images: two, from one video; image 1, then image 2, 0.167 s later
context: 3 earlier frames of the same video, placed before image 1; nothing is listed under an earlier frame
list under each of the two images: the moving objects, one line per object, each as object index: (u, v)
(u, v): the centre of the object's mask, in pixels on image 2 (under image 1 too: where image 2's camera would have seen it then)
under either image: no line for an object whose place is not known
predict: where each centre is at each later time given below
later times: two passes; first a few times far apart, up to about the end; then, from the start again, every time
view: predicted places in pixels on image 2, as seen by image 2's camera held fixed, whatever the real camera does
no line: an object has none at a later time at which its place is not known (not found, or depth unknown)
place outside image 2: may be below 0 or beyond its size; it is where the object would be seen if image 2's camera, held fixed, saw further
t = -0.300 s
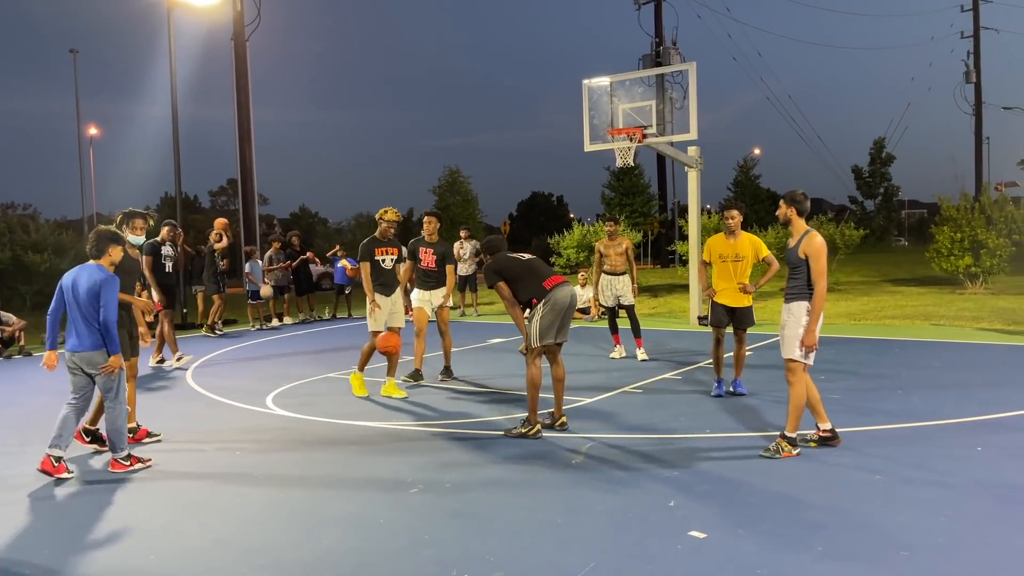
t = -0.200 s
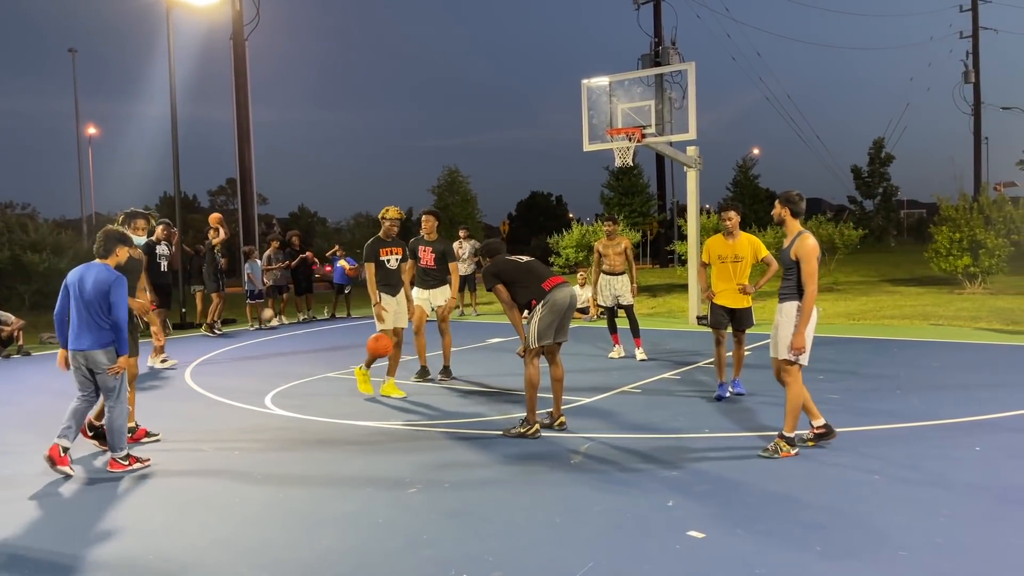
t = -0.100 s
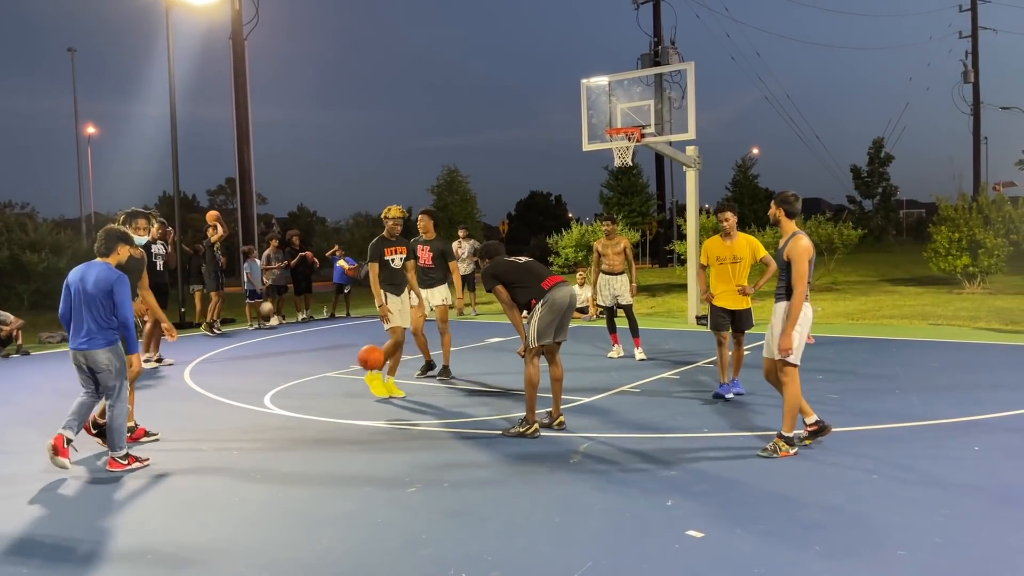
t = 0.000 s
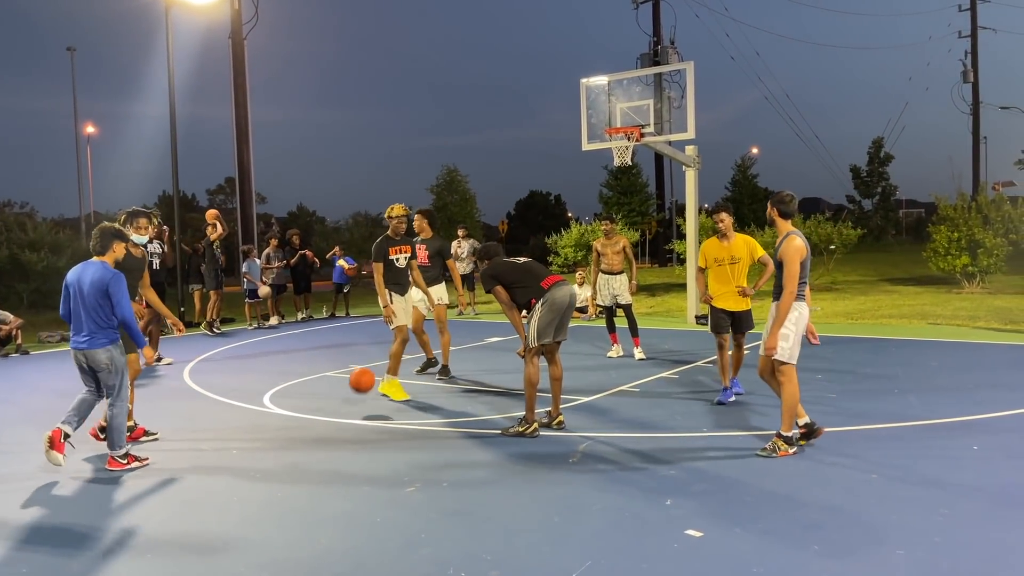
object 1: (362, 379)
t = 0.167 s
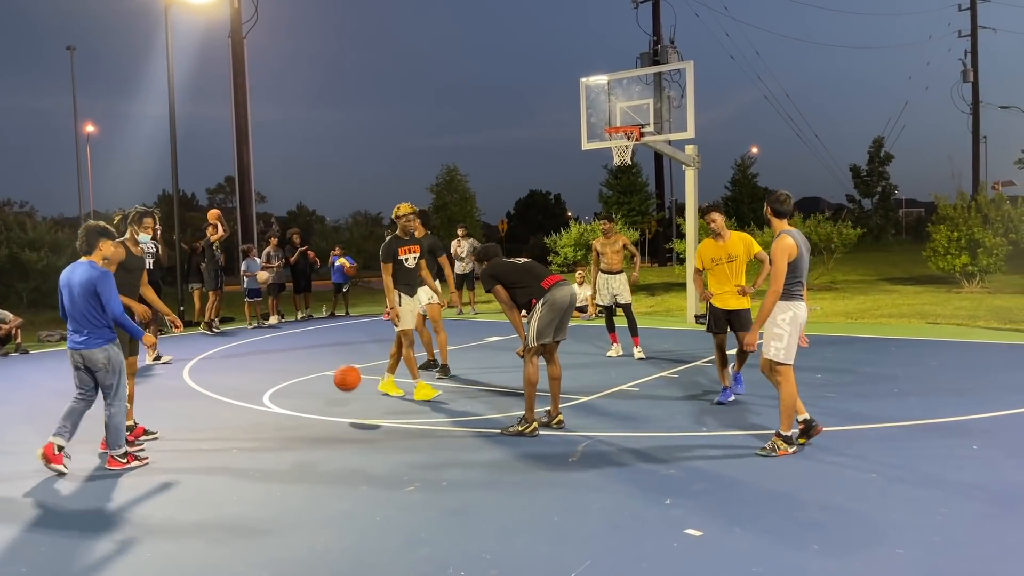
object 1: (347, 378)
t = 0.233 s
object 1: (341, 369)
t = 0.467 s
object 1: (320, 376)
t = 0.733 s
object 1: (294, 393)
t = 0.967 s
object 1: (270, 398)
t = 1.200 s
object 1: (245, 410)
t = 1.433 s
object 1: (217, 427)
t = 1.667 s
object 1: (187, 426)
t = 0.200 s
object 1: (344, 373)
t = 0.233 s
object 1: (341, 369)
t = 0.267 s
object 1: (338, 367)
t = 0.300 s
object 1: (335, 365)
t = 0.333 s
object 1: (332, 365)
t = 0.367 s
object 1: (329, 366)
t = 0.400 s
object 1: (326, 368)
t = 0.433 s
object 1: (323, 372)
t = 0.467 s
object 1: (320, 376)
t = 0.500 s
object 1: (317, 382)
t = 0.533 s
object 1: (314, 390)
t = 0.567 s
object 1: (311, 398)
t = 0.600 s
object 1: (308, 408)
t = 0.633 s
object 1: (305, 409)
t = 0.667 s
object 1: (302, 402)
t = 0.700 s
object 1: (298, 397)
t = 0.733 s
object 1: (294, 393)
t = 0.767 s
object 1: (291, 390)
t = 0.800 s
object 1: (287, 388)
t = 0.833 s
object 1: (284, 388)
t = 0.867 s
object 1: (281, 389)
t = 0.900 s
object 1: (277, 390)
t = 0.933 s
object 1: (274, 394)
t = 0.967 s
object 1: (270, 398)
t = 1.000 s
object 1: (267, 405)
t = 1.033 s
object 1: (263, 412)
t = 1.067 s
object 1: (260, 422)
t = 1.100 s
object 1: (257, 423)
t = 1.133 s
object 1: (252, 417)
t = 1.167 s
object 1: (249, 413)
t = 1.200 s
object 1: (245, 410)
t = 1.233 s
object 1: (241, 408)
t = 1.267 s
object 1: (237, 408)
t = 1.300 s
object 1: (233, 409)
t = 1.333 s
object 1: (229, 411)
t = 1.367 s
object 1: (225, 415)
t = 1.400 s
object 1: (221, 421)
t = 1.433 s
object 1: (217, 427)
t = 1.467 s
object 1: (213, 435)
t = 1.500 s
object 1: (209, 436)
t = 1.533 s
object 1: (205, 431)
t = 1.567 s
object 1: (200, 428)
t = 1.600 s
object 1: (196, 426)
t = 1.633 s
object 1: (191, 426)
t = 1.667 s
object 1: (187, 426)
